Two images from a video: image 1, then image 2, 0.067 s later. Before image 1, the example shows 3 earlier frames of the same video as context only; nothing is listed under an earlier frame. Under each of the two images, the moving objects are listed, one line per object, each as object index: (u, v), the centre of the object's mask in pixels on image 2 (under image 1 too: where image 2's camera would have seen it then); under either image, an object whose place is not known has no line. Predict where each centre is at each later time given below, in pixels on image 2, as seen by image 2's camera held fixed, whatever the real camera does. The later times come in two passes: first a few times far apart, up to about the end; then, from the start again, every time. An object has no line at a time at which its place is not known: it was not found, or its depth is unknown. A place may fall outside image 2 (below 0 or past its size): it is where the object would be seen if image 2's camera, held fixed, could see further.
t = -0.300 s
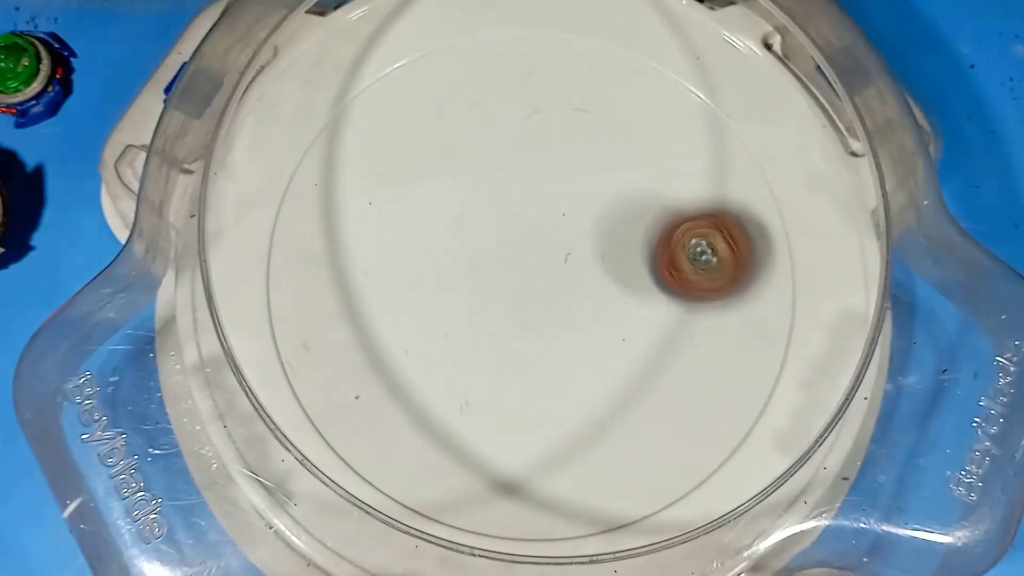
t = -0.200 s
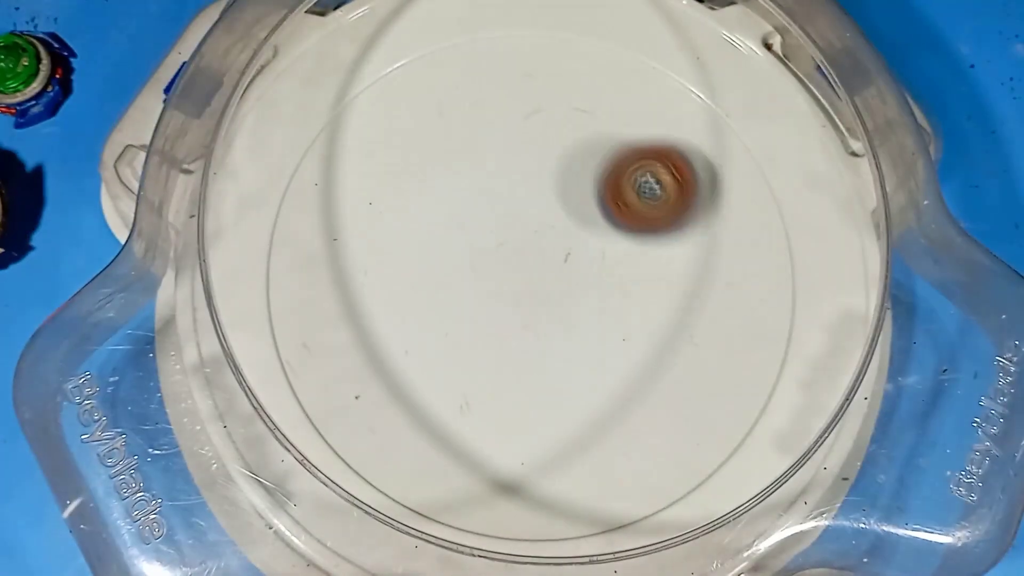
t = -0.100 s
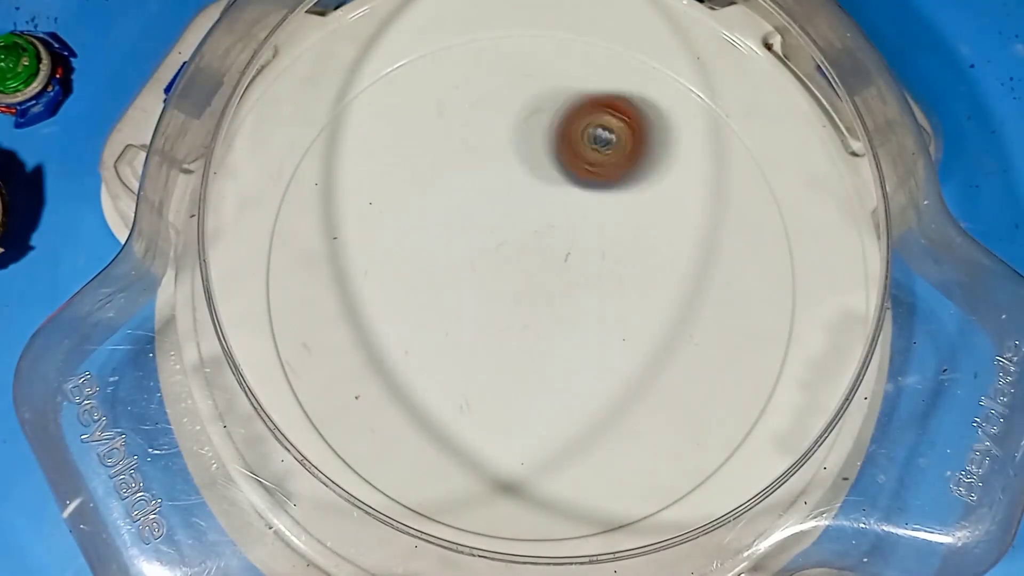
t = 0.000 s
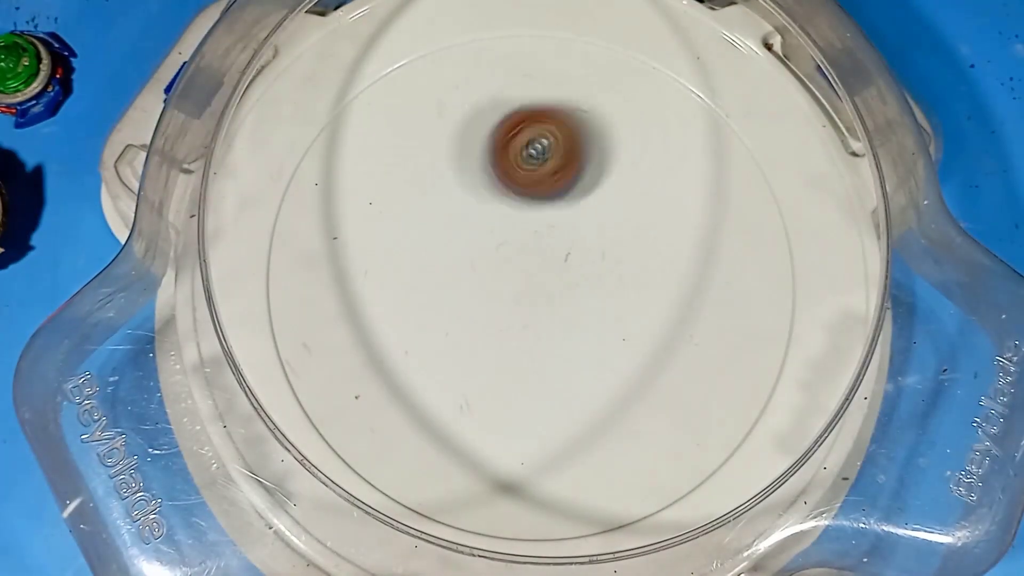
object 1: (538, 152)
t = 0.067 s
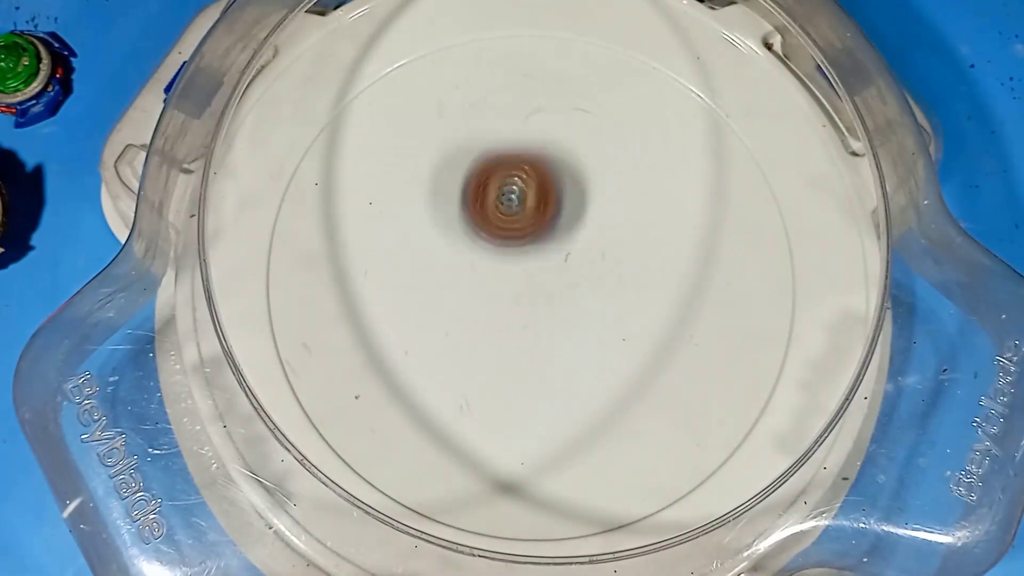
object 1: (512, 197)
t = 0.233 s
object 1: (569, 348)
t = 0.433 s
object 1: (724, 343)
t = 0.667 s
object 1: (704, 130)
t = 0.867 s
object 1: (433, 184)
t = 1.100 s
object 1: (440, 485)
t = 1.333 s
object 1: (771, 353)
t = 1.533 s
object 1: (666, 79)
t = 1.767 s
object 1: (366, 150)
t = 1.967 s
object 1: (345, 424)
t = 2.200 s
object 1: (704, 439)
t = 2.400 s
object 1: (720, 194)
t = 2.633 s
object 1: (480, 66)
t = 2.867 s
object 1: (346, 268)
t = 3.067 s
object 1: (578, 434)
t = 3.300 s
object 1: (767, 240)
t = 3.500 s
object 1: (678, 119)
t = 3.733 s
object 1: (480, 162)
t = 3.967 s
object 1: (558, 374)
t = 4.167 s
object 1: (743, 300)
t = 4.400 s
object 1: (612, 157)
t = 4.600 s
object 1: (454, 291)
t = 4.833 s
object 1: (653, 439)
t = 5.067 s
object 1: (692, 268)
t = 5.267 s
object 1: (581, 210)
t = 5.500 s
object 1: (444, 277)
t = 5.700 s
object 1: (528, 353)
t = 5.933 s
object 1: (591, 271)
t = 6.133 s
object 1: (566, 215)
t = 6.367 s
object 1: (535, 224)
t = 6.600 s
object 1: (536, 252)
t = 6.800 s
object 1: (549, 261)
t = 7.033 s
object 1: (566, 267)
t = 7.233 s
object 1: (572, 267)
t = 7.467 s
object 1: (572, 271)
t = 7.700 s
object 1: (568, 281)
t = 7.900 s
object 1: (562, 282)
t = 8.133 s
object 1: (556, 278)
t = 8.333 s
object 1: (552, 276)
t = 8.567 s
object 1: (546, 269)
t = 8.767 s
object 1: (549, 264)
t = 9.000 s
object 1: (554, 260)
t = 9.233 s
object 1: (561, 262)
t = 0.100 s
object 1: (510, 228)
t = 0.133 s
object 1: (518, 262)
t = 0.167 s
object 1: (531, 296)
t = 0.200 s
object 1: (548, 325)
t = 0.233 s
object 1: (569, 348)
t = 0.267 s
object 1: (597, 367)
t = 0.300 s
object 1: (621, 374)
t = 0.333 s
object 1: (647, 379)
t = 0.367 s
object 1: (677, 374)
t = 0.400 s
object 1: (703, 361)
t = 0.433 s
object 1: (724, 343)
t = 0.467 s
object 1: (744, 317)
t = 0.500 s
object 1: (757, 290)
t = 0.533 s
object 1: (764, 258)
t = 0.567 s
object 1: (766, 222)
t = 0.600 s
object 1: (755, 186)
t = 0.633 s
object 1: (735, 156)
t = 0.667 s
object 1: (704, 130)
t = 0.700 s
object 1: (663, 113)
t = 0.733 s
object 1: (614, 107)
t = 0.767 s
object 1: (566, 112)
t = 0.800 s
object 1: (519, 124)
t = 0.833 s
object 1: (473, 150)
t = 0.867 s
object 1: (433, 184)
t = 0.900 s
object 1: (404, 223)
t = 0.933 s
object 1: (382, 271)
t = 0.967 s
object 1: (371, 311)
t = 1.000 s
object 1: (368, 357)
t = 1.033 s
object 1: (378, 403)
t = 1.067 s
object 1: (402, 447)
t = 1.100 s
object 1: (440, 485)
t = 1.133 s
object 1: (491, 506)
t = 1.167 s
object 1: (550, 509)
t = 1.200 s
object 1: (604, 500)
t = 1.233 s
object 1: (656, 474)
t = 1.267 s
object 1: (703, 442)
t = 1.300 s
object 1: (743, 401)
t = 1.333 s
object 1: (771, 353)
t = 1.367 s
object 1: (783, 300)
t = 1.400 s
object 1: (782, 243)
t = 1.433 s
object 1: (767, 194)
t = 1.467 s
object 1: (737, 145)
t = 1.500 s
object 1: (705, 108)
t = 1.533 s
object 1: (666, 79)
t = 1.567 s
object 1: (627, 62)
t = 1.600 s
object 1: (585, 55)
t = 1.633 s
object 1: (537, 61)
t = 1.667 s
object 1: (490, 72)
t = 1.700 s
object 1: (447, 90)
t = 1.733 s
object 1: (406, 117)
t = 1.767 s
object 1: (366, 150)
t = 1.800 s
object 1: (339, 186)
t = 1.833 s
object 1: (317, 232)
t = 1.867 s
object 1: (305, 277)
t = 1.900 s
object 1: (303, 325)
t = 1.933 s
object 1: (315, 376)
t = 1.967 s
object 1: (345, 424)
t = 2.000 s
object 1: (387, 462)
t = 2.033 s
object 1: (441, 484)
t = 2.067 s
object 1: (496, 496)
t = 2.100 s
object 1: (556, 494)
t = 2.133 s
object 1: (613, 488)
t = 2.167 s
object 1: (665, 469)
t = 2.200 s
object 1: (704, 439)
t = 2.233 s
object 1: (733, 402)
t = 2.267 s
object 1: (750, 361)
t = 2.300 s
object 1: (755, 317)
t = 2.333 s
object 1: (750, 271)
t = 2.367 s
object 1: (739, 230)
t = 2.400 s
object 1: (720, 194)
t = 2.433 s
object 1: (693, 159)
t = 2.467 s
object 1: (659, 122)
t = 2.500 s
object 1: (622, 95)
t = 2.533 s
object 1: (589, 75)
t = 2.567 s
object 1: (550, 63)
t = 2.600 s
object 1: (513, 60)
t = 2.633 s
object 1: (480, 66)
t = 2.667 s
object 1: (443, 81)
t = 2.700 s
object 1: (413, 102)
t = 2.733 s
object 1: (387, 127)
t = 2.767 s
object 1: (369, 154)
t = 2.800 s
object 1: (354, 187)
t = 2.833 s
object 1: (345, 226)
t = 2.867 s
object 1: (346, 268)
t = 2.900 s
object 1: (362, 315)
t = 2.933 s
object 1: (391, 357)
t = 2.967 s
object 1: (431, 392)
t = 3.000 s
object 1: (478, 419)
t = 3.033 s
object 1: (530, 432)
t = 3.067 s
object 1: (578, 434)
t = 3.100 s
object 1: (626, 425)
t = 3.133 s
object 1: (672, 406)
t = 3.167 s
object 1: (708, 381)
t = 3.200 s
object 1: (734, 350)
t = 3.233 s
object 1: (753, 314)
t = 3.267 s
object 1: (764, 275)
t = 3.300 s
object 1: (767, 240)
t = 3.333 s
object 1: (763, 207)
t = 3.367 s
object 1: (752, 179)
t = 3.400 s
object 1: (738, 157)
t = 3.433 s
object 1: (719, 140)
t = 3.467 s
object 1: (700, 127)
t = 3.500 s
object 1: (678, 119)
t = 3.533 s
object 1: (649, 111)
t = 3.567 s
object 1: (621, 104)
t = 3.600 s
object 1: (586, 100)
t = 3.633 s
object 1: (552, 105)
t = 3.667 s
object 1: (525, 117)
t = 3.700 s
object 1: (499, 137)
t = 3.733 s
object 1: (480, 162)
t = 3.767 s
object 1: (469, 188)
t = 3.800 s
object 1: (464, 221)
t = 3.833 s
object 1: (465, 257)
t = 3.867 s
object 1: (474, 290)
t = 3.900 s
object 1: (494, 323)
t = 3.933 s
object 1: (523, 353)
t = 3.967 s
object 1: (558, 374)
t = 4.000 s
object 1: (600, 386)
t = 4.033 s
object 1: (642, 385)
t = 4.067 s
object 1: (677, 377)
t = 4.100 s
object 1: (709, 357)
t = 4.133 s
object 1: (730, 331)
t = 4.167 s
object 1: (743, 300)
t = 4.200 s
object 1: (747, 268)
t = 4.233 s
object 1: (740, 239)
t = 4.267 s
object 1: (727, 212)
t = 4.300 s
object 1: (705, 191)
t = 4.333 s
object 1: (681, 172)
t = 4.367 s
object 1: (647, 161)
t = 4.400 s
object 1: (612, 157)
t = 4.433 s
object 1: (576, 161)
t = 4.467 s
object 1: (540, 173)
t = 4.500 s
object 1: (507, 193)
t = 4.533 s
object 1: (481, 221)
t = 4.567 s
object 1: (463, 254)
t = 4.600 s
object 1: (454, 291)
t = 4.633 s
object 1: (456, 331)
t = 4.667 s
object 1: (469, 369)
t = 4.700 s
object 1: (496, 406)
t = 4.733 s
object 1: (531, 430)
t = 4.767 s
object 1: (574, 445)
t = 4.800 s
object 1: (614, 449)
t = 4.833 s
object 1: (653, 439)
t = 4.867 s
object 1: (682, 419)
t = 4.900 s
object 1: (700, 391)
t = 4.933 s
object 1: (710, 365)
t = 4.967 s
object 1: (713, 339)
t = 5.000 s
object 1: (710, 313)
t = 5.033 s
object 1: (702, 289)
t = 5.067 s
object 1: (692, 268)
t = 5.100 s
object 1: (678, 249)
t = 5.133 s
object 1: (662, 235)
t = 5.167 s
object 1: (644, 225)
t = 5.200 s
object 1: (628, 220)
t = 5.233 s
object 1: (608, 216)
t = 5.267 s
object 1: (581, 210)
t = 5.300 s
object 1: (555, 207)
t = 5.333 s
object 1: (528, 208)
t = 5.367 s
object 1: (503, 213)
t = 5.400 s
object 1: (482, 222)
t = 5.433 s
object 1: (464, 237)
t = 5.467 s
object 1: (450, 256)
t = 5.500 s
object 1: (444, 277)
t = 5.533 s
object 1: (445, 301)
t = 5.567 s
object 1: (452, 321)
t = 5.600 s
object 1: (468, 337)
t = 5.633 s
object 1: (487, 349)
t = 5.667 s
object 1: (506, 354)
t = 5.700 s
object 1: (528, 353)
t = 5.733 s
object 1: (546, 347)
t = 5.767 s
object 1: (562, 336)
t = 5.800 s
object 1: (572, 324)
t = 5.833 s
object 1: (580, 312)
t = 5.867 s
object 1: (586, 298)
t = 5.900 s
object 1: (589, 284)
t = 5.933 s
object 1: (591, 271)
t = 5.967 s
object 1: (591, 258)
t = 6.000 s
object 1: (588, 246)
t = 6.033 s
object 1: (584, 235)
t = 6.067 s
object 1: (579, 227)
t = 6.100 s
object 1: (573, 220)
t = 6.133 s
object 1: (566, 215)
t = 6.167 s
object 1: (559, 211)
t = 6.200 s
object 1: (552, 208)
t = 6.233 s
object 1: (546, 209)
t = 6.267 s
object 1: (542, 211)
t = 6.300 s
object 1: (539, 214)
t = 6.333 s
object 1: (536, 218)
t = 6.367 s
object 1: (535, 224)
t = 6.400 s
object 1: (535, 229)
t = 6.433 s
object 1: (534, 234)
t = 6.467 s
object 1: (533, 238)
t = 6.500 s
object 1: (534, 243)
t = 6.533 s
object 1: (534, 246)
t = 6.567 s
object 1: (535, 249)
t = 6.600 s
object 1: (536, 252)
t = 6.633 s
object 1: (537, 254)
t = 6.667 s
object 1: (539, 256)
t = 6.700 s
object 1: (541, 257)
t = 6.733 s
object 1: (543, 259)
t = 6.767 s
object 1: (546, 261)
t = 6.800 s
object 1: (549, 261)
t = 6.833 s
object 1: (551, 263)
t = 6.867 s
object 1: (554, 263)
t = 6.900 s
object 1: (556, 264)
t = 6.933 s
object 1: (559, 265)
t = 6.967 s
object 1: (562, 266)
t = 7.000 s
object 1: (564, 266)
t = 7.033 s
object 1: (566, 267)
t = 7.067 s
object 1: (568, 266)
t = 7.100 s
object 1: (569, 267)
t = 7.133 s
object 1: (571, 267)
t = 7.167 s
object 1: (571, 267)
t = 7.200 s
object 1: (572, 267)
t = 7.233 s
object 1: (572, 267)
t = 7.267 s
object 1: (573, 268)
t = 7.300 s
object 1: (573, 268)
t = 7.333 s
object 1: (573, 268)
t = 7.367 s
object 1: (574, 269)
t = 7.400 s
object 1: (573, 269)
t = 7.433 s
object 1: (573, 270)
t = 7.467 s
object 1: (572, 271)
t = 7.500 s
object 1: (572, 272)
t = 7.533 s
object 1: (571, 273)
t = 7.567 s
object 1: (571, 274)
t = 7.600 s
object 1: (570, 276)
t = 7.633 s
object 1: (570, 278)
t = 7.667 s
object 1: (569, 279)
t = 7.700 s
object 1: (568, 281)
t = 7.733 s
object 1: (567, 282)
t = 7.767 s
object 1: (565, 283)
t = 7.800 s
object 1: (564, 283)
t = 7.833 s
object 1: (563, 283)
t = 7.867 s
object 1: (563, 283)
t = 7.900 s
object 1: (562, 282)
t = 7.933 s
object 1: (562, 281)
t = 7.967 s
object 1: (561, 281)
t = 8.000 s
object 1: (560, 281)
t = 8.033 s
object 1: (559, 280)
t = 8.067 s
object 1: (558, 280)
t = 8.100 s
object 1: (557, 279)
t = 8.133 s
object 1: (556, 278)
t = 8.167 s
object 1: (555, 279)
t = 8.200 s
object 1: (554, 278)
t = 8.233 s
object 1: (554, 278)
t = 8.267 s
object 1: (554, 277)
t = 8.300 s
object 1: (553, 277)
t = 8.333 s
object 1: (552, 276)
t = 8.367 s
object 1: (552, 276)
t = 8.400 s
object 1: (550, 275)
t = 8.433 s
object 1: (549, 274)
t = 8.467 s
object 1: (548, 273)
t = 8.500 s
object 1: (547, 272)
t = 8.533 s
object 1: (547, 271)
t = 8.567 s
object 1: (546, 269)
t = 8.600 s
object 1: (546, 269)
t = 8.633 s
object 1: (546, 267)
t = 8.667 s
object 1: (547, 266)
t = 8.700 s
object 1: (547, 265)
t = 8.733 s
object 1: (548, 264)
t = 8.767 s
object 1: (549, 264)
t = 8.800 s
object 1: (549, 263)
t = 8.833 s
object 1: (550, 262)
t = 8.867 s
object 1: (550, 262)
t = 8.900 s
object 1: (551, 261)
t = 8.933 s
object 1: (552, 261)
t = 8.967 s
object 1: (553, 260)
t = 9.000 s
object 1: (554, 260)
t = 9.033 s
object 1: (555, 261)
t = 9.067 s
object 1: (556, 260)
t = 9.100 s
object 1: (557, 261)
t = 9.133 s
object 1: (558, 261)
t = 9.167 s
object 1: (559, 261)
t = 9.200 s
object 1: (560, 262)
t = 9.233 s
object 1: (561, 262)
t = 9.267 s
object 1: (562, 263)
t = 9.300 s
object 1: (563, 264)
